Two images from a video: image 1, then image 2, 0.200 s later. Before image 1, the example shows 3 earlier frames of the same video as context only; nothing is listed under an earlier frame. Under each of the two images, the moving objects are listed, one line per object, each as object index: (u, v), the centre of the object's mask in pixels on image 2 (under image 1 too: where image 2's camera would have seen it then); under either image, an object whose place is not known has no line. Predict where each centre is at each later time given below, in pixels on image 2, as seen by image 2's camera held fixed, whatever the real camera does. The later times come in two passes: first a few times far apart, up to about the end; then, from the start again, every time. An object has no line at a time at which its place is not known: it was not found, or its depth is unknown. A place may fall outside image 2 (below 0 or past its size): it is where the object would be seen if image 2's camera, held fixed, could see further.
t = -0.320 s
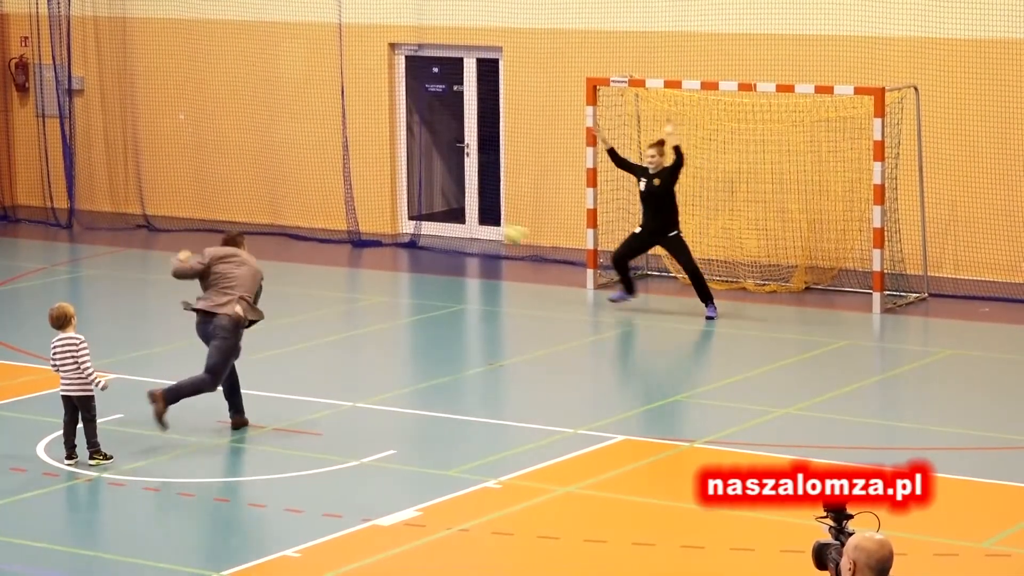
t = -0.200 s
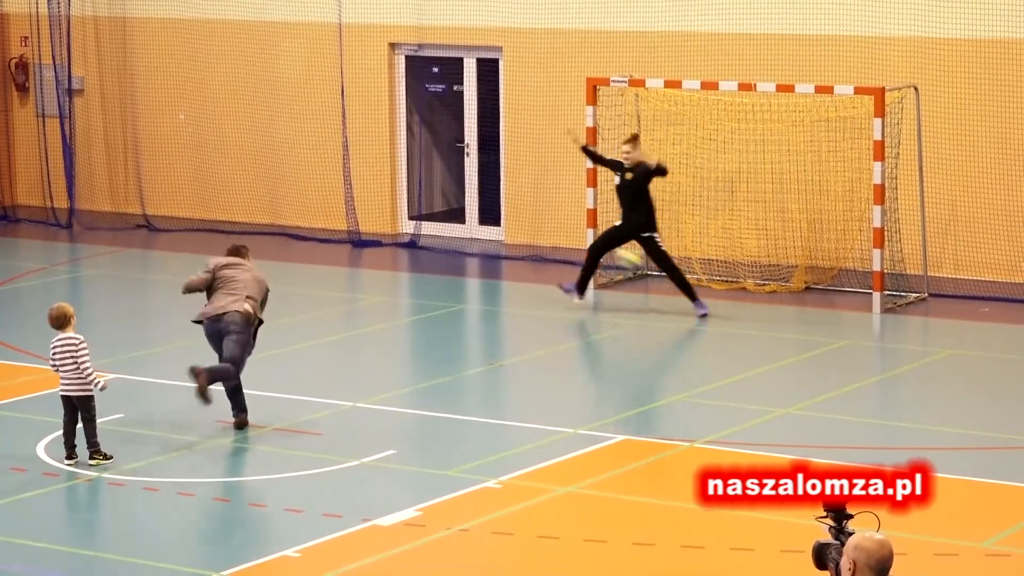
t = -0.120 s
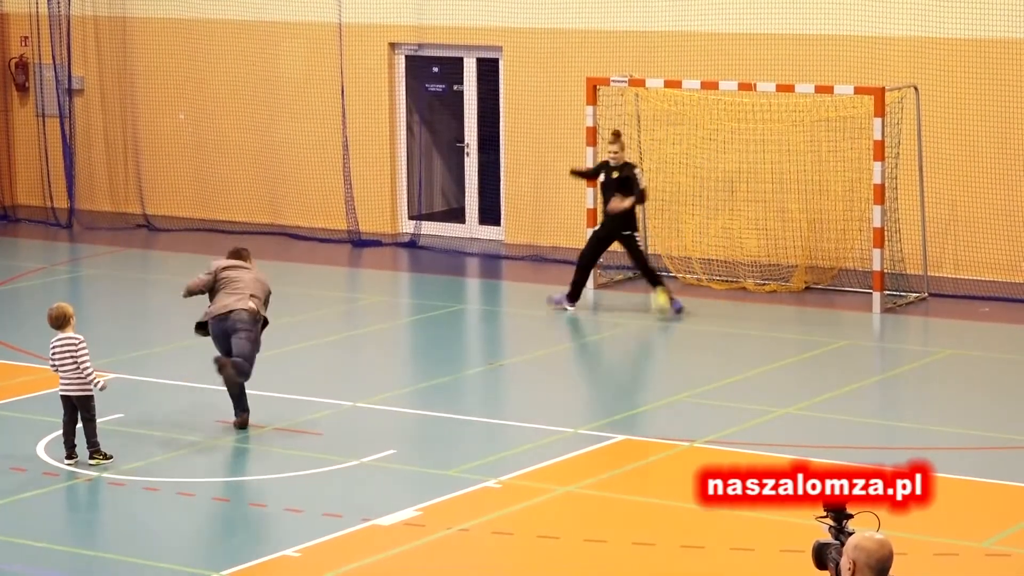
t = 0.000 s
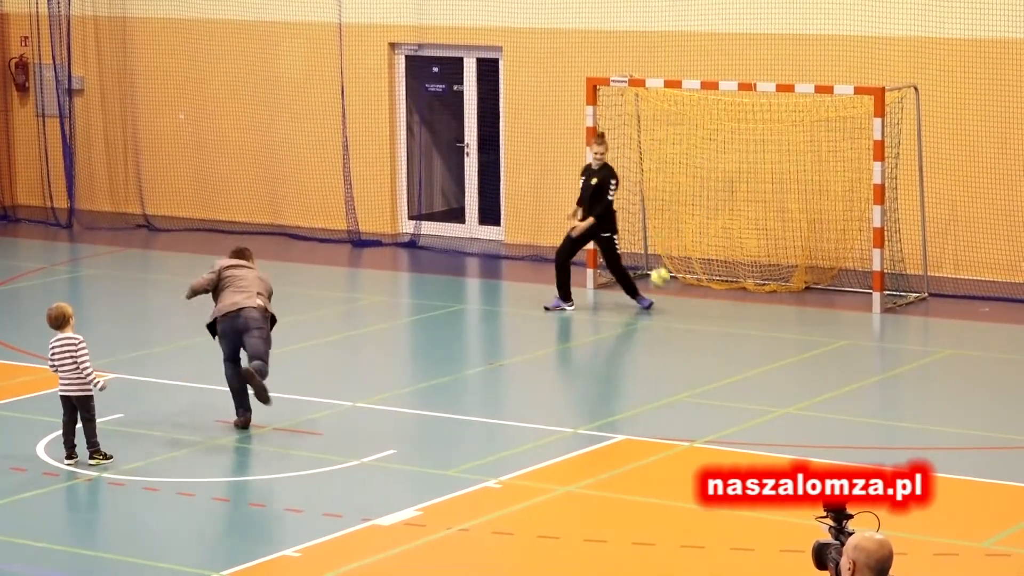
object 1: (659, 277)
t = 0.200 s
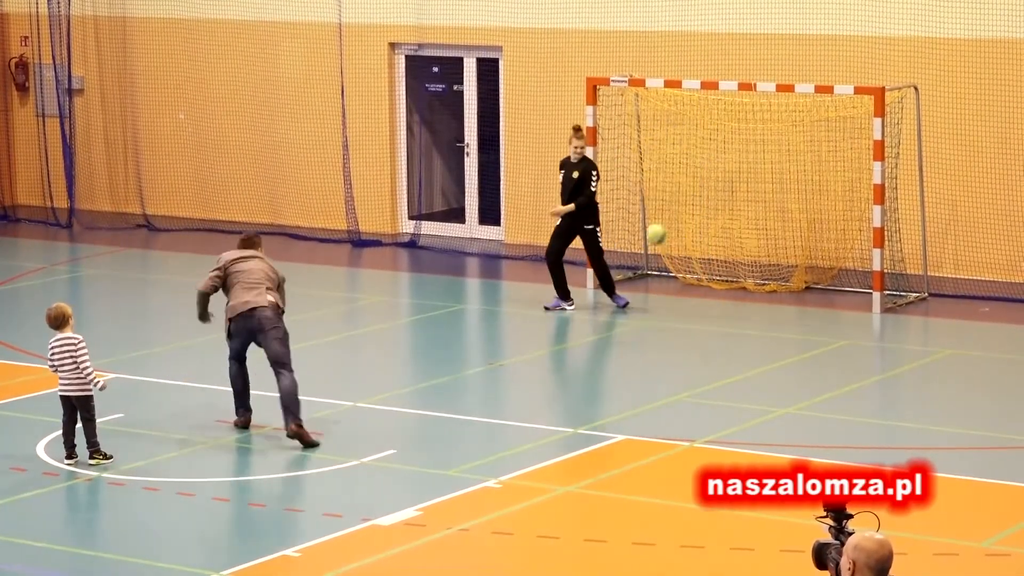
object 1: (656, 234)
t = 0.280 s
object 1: (654, 229)
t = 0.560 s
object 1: (648, 271)
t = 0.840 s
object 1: (642, 400)
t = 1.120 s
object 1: (640, 364)
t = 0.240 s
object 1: (655, 231)
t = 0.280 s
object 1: (654, 229)
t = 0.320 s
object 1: (654, 229)
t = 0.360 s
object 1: (653, 231)
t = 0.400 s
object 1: (652, 235)
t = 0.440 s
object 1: (651, 241)
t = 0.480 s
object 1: (650, 250)
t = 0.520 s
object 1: (648, 260)
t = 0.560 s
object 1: (648, 271)
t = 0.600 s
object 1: (647, 287)
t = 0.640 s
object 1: (646, 303)
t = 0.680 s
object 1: (646, 322)
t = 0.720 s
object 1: (644, 344)
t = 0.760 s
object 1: (643, 369)
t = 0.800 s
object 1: (642, 399)
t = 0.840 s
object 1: (642, 400)
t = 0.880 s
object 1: (642, 388)
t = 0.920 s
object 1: (642, 379)
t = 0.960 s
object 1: (642, 372)
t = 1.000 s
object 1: (640, 367)
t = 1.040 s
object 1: (641, 363)
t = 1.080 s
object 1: (640, 363)
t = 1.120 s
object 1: (640, 364)
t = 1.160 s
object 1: (640, 367)
